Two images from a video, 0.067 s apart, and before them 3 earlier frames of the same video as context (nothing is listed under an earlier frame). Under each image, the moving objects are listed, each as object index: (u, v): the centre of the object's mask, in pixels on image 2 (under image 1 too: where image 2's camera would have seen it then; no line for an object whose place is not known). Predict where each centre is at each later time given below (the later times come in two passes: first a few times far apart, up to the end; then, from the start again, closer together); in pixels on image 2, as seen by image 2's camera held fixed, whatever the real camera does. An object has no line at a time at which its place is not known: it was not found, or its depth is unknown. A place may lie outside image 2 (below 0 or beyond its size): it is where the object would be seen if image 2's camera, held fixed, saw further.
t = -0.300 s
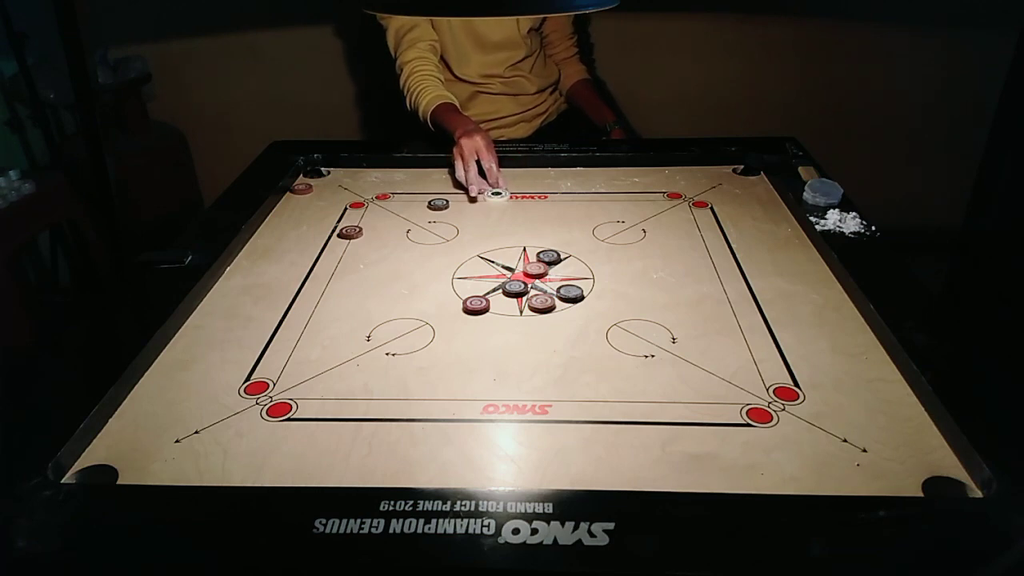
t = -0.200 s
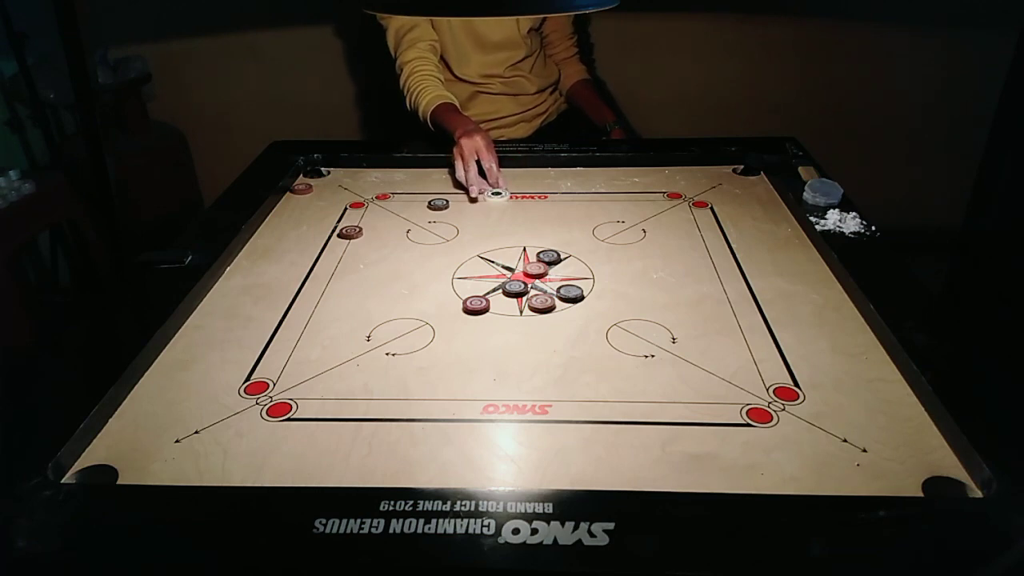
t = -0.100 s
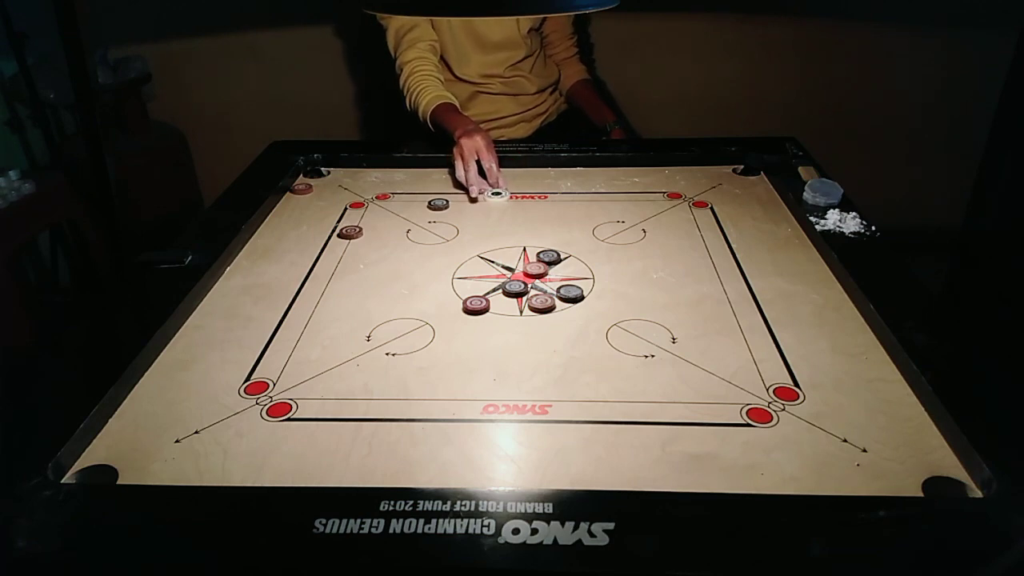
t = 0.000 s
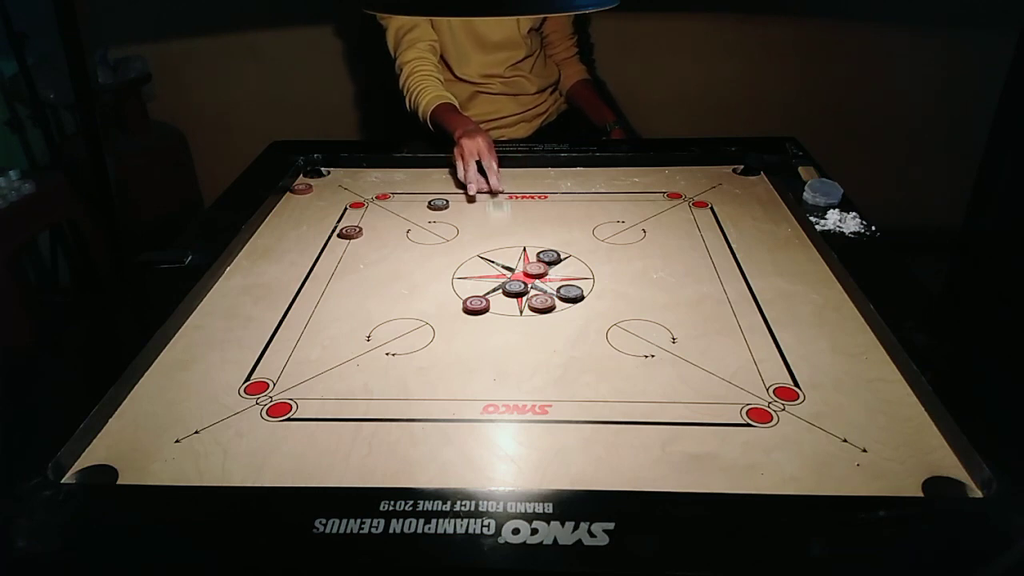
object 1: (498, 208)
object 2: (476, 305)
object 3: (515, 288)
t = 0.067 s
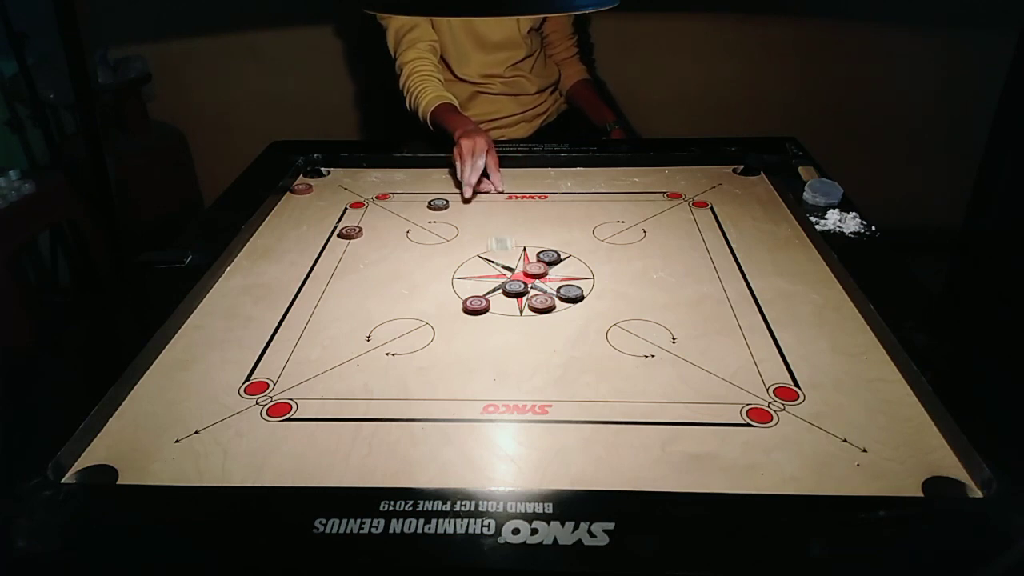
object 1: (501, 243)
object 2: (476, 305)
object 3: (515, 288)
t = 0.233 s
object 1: (503, 314)
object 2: (433, 330)
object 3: (471, 344)
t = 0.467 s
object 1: (516, 365)
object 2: (321, 396)
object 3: (381, 442)
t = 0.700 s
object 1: (523, 383)
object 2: (271, 424)
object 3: (331, 478)
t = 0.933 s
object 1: (523, 383)
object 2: (270, 425)
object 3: (326, 476)
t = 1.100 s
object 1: (523, 383)
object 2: (270, 425)
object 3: (326, 476)
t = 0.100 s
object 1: (502, 266)
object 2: (476, 305)
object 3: (514, 288)
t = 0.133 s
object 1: (501, 283)
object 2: (476, 305)
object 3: (512, 300)
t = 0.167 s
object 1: (500, 295)
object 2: (471, 307)
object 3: (498, 314)
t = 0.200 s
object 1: (501, 304)
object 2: (451, 318)
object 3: (484, 329)
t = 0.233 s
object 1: (503, 314)
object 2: (433, 330)
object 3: (471, 344)
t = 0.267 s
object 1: (505, 322)
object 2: (414, 342)
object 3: (457, 359)
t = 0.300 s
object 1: (507, 331)
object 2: (397, 351)
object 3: (445, 372)
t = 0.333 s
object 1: (509, 339)
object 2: (380, 361)
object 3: (431, 387)
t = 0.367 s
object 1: (511, 345)
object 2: (363, 370)
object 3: (419, 401)
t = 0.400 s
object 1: (513, 353)
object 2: (348, 379)
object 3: (406, 416)
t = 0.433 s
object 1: (515, 359)
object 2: (334, 388)
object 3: (394, 429)
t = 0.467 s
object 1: (516, 365)
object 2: (321, 396)
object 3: (381, 442)
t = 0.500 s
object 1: (518, 370)
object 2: (309, 402)
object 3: (371, 454)
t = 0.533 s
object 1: (520, 374)
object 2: (298, 409)
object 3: (360, 465)
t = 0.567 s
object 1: (522, 380)
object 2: (281, 419)
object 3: (345, 476)
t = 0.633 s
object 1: (522, 382)
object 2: (276, 421)
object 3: (339, 479)
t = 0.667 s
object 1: (523, 383)
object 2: (273, 423)
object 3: (334, 479)
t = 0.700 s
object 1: (523, 383)
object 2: (271, 424)
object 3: (331, 478)
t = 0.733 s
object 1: (523, 383)
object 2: (270, 425)
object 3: (328, 476)
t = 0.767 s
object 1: (523, 383)
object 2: (270, 425)
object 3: (327, 476)
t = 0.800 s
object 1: (523, 383)
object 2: (270, 425)
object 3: (326, 476)
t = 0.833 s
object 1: (523, 383)
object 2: (270, 425)
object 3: (326, 476)
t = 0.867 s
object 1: (523, 383)
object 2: (270, 425)
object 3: (326, 476)
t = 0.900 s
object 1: (523, 383)
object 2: (270, 425)
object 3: (326, 476)
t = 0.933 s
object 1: (523, 383)
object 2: (270, 425)
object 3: (326, 476)
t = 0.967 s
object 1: (523, 383)
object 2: (270, 425)
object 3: (326, 476)
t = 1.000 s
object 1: (523, 383)
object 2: (270, 425)
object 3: (326, 476)
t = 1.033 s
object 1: (523, 383)
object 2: (270, 425)
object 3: (326, 476)
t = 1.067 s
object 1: (523, 383)
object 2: (270, 425)
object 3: (326, 476)
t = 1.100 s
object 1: (523, 383)
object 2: (270, 425)
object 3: (326, 476)
